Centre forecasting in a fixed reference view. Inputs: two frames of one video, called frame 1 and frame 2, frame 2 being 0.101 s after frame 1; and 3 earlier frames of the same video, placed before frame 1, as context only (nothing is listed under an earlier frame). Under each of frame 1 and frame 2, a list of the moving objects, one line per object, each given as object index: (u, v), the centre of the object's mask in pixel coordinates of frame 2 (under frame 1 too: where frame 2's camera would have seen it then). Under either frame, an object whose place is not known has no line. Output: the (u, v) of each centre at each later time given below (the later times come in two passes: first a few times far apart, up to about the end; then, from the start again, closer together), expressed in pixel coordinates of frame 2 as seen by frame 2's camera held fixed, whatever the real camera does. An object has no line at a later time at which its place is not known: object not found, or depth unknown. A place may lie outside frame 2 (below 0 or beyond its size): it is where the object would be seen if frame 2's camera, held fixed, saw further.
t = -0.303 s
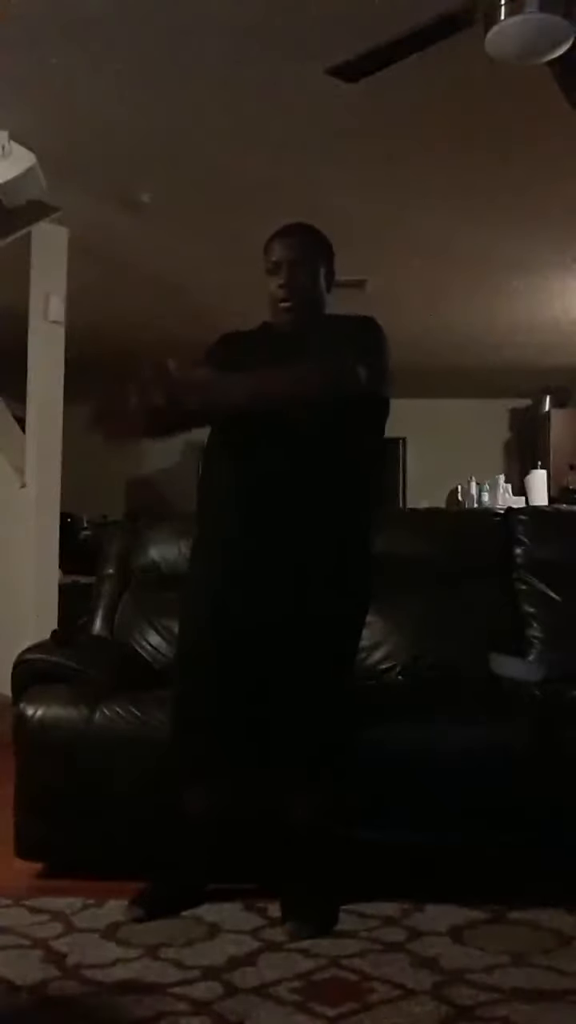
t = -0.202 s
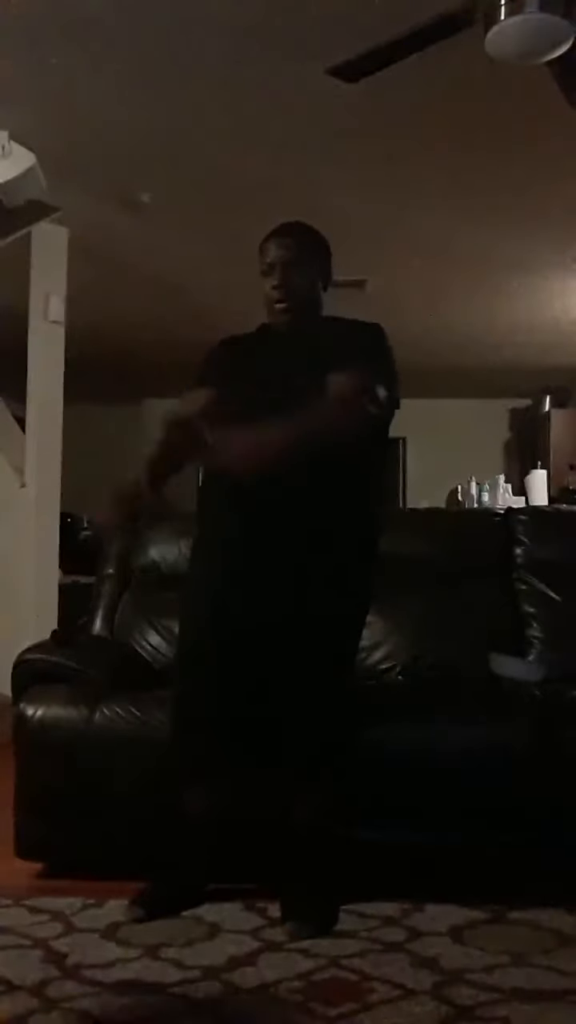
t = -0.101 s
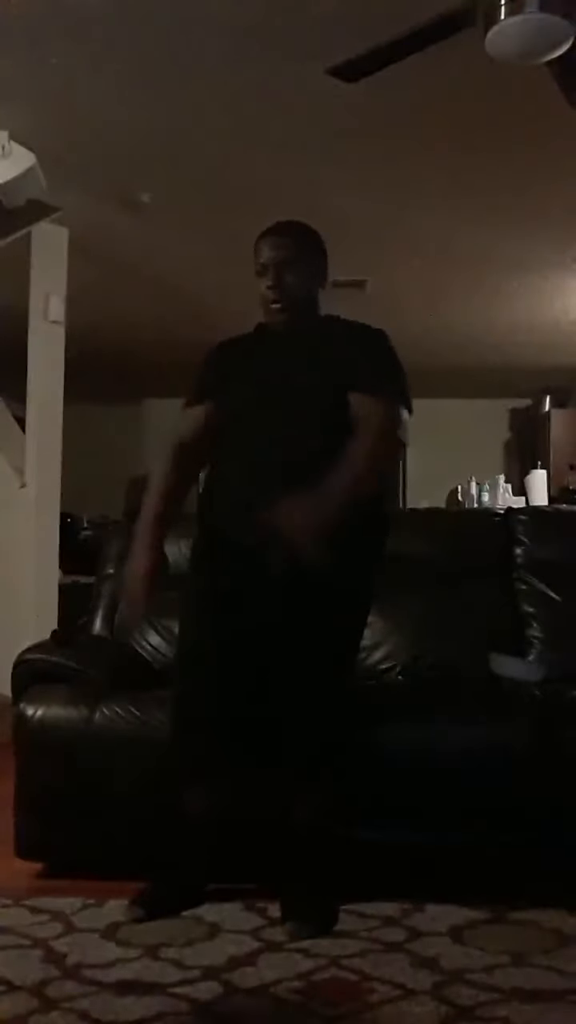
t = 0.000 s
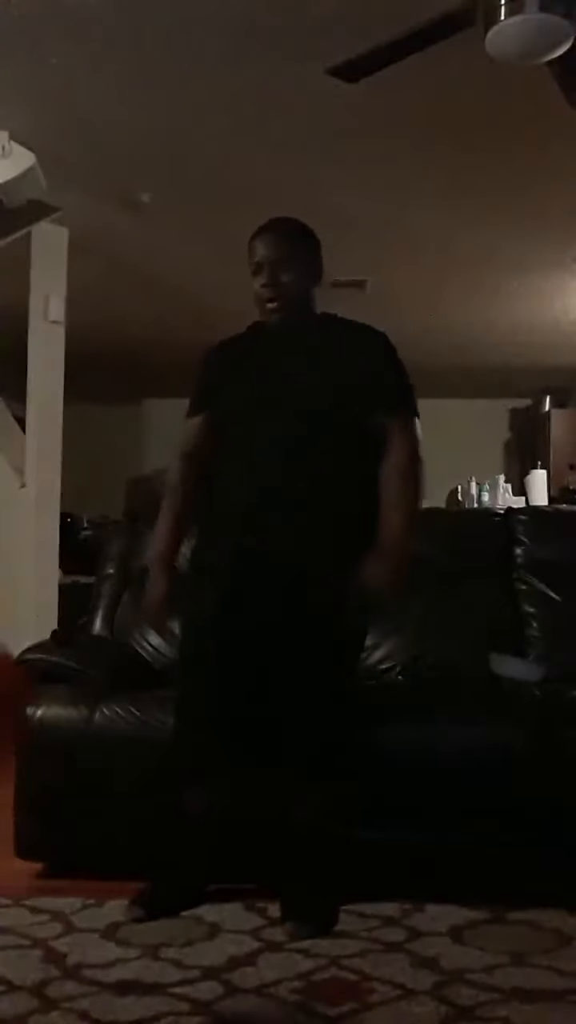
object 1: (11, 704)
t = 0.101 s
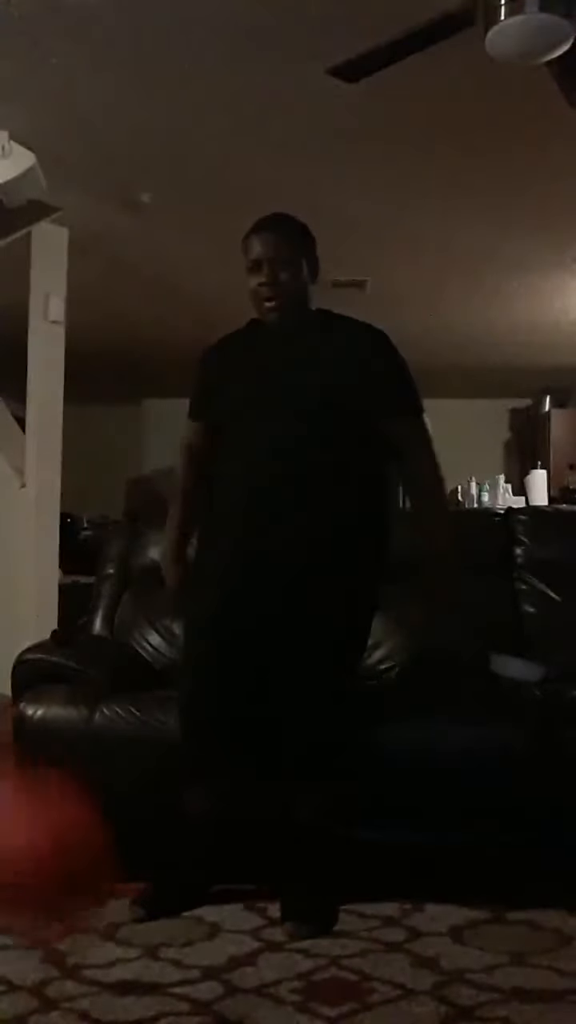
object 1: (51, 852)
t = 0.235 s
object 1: (146, 960)
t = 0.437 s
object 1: (262, 950)
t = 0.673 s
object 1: (389, 978)
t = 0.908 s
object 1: (505, 977)
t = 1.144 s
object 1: (534, 972)
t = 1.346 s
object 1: (526, 971)
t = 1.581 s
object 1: (519, 969)
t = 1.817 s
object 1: (508, 971)
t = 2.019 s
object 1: (507, 971)
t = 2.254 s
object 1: (510, 972)
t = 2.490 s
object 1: (512, 972)
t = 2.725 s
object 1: (512, 972)
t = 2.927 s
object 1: (512, 972)
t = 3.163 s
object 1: (512, 972)
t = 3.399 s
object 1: (512, 972)
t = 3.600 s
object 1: (512, 972)
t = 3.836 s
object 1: (516, 969)
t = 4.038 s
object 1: (511, 972)
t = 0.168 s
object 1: (102, 978)
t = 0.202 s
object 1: (126, 974)
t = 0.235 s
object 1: (146, 960)
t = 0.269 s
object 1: (164, 948)
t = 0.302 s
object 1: (185, 935)
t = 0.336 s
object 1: (204, 928)
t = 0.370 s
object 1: (224, 929)
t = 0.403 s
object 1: (242, 937)
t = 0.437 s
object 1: (262, 950)
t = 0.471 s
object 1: (283, 964)
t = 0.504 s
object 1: (301, 977)
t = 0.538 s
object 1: (322, 979)
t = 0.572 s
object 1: (340, 974)
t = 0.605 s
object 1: (355, 972)
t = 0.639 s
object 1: (373, 975)
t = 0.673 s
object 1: (389, 978)
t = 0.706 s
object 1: (409, 976)
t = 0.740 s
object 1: (425, 976)
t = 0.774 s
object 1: (444, 977)
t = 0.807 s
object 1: (462, 977)
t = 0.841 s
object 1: (478, 976)
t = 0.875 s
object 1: (492, 977)
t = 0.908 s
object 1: (505, 977)
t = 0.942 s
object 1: (518, 973)
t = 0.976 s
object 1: (526, 972)
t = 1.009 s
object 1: (534, 973)
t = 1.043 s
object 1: (540, 973)
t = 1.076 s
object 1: (540, 973)
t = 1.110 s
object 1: (536, 972)
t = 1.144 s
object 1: (534, 972)
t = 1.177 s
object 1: (533, 973)
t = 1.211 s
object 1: (531, 972)
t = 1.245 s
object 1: (530, 972)
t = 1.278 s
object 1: (529, 972)
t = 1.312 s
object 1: (527, 971)
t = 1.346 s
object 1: (526, 971)
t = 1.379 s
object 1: (525, 971)
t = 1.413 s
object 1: (524, 970)
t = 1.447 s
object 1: (523, 970)
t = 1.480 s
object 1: (522, 970)
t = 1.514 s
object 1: (521, 970)
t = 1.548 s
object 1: (520, 969)
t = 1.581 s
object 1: (519, 969)
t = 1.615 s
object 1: (516, 971)
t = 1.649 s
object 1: (514, 971)
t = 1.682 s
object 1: (513, 970)
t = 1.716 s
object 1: (512, 971)
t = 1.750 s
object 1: (510, 971)
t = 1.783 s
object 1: (509, 972)
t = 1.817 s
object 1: (508, 971)
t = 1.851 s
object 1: (508, 970)
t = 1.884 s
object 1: (507, 971)
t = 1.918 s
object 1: (506, 971)
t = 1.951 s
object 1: (506, 971)
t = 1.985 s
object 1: (506, 971)
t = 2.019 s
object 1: (507, 971)
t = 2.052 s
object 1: (507, 971)
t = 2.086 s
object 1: (507, 971)
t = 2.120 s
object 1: (507, 972)
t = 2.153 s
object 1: (508, 972)
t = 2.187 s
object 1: (508, 972)
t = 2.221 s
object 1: (510, 971)
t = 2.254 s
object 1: (510, 972)
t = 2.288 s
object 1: (510, 972)
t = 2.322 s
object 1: (511, 972)
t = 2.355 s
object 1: (511, 972)
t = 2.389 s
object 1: (512, 972)
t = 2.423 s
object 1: (512, 972)
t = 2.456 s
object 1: (512, 972)
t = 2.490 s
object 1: (512, 972)
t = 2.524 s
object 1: (512, 972)
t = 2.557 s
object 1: (512, 972)
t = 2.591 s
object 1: (512, 972)
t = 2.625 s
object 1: (512, 972)
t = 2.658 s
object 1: (512, 972)
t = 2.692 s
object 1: (512, 972)
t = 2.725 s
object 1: (512, 972)
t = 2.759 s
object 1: (512, 972)
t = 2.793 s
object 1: (512, 972)
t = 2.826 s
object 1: (512, 972)
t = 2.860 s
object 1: (512, 972)
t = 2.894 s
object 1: (512, 972)
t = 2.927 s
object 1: (512, 972)
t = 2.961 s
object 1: (512, 972)
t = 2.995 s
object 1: (512, 972)
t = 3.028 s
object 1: (512, 972)
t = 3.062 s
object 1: (512, 972)
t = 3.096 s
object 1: (512, 972)
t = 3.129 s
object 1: (512, 972)
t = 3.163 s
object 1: (512, 972)
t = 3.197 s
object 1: (512, 972)
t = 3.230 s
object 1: (512, 972)
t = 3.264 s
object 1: (512, 972)
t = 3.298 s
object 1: (512, 972)
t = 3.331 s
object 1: (512, 972)
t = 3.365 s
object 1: (512, 972)
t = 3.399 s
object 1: (512, 972)
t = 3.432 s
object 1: (512, 972)
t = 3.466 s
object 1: (512, 972)
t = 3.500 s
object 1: (512, 972)
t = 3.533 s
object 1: (512, 972)
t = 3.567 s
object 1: (512, 972)
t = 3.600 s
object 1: (512, 972)
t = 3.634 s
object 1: (513, 972)
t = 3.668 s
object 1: (514, 972)
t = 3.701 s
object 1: (515, 971)
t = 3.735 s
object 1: (516, 970)
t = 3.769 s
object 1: (516, 970)
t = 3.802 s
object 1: (517, 969)
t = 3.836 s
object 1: (516, 969)
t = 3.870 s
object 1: (515, 972)
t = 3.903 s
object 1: (516, 970)
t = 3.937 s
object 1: (514, 971)
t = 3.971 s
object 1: (513, 971)
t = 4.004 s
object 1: (511, 971)
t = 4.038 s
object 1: (511, 972)
